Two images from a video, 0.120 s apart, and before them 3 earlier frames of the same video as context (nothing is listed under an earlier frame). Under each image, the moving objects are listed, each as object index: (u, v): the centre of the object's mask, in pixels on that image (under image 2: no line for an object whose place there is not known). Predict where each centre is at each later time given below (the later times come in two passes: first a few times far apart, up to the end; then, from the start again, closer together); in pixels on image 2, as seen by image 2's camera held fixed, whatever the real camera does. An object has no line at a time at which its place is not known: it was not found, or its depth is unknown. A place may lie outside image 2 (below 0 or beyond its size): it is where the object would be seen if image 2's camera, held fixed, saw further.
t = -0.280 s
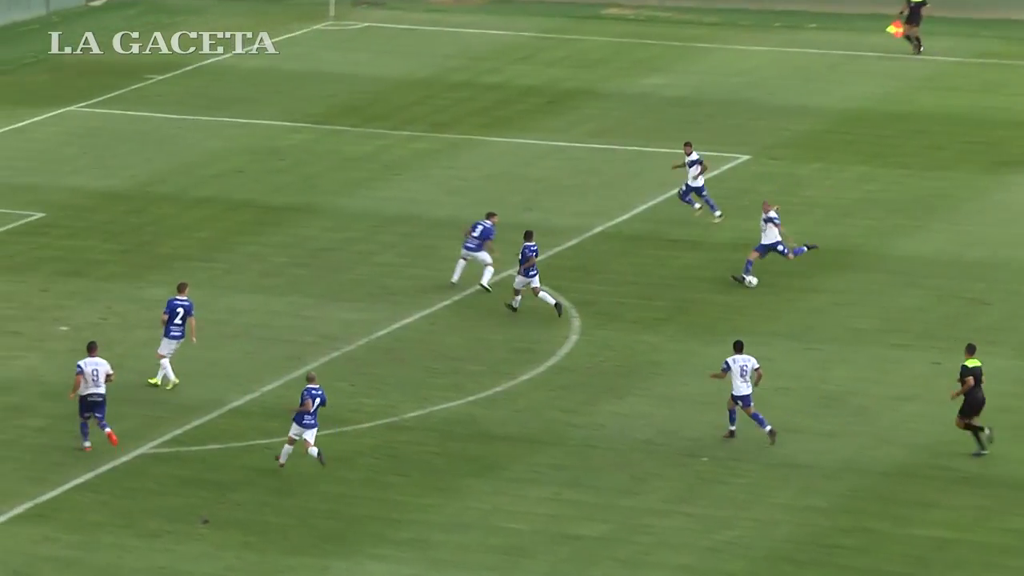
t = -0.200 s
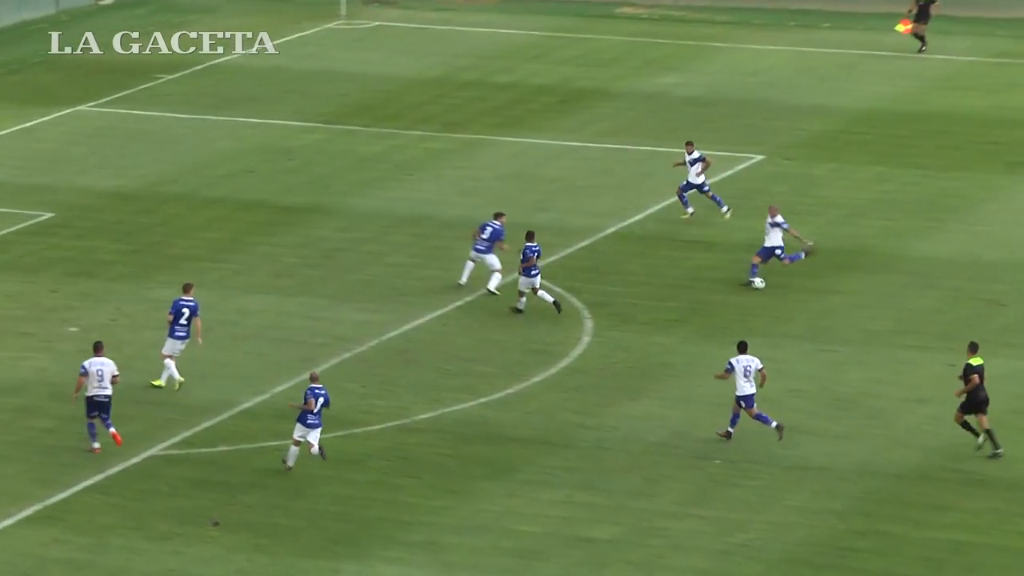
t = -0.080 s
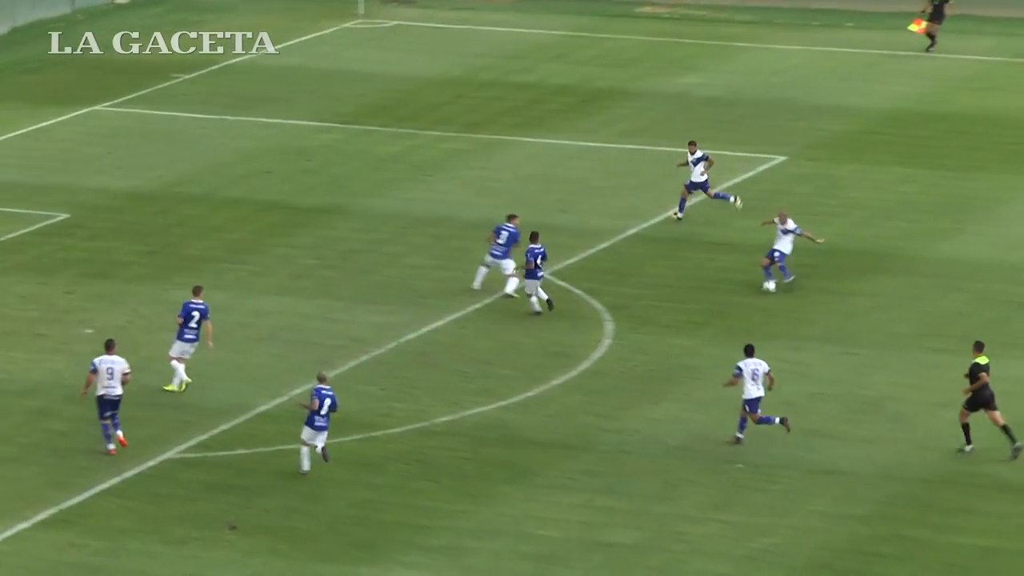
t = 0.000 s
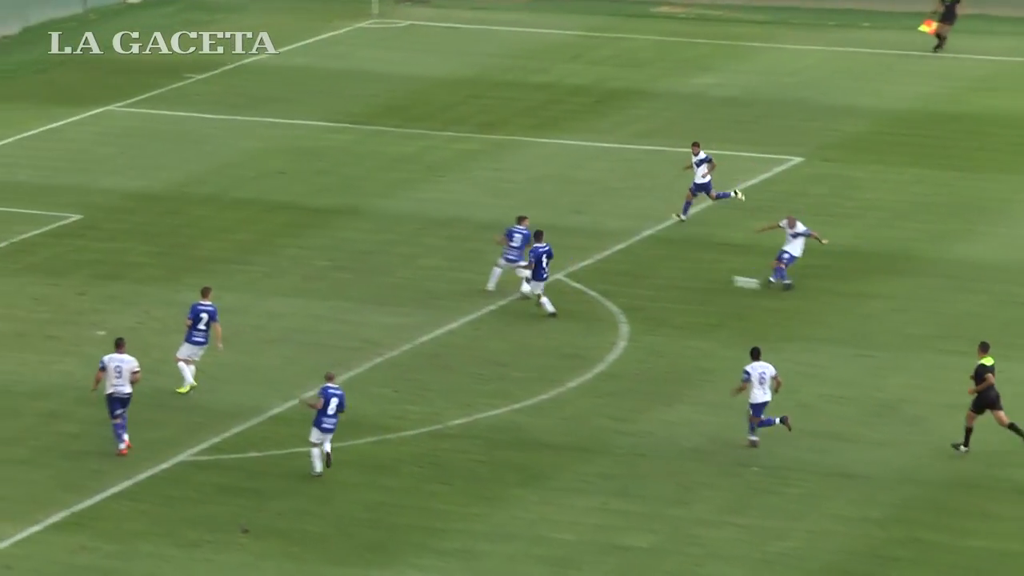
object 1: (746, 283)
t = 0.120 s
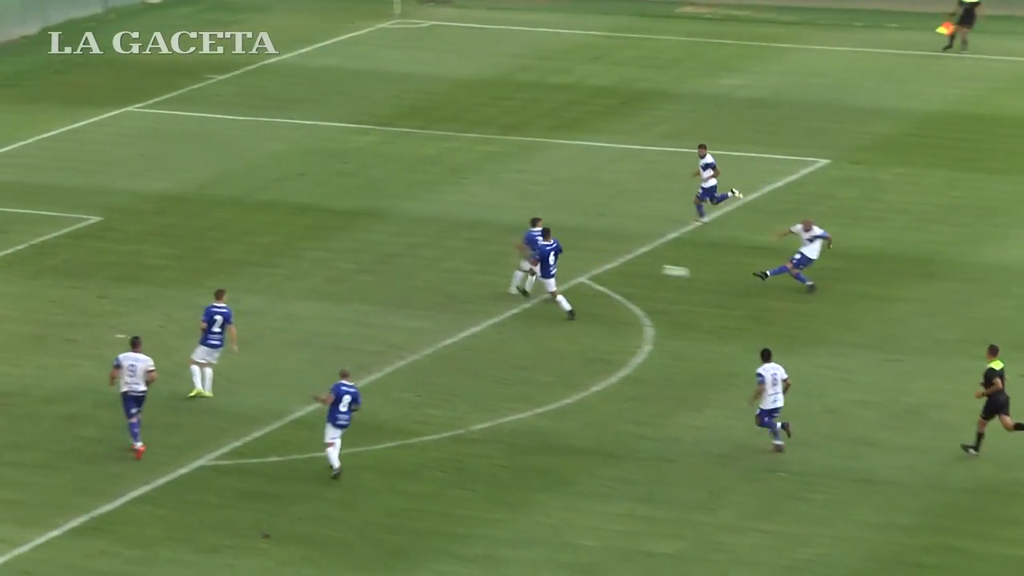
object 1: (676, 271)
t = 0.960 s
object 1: (19, 250)
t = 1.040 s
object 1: (-43, 257)
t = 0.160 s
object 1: (643, 267)
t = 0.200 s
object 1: (611, 263)
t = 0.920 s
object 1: (49, 248)
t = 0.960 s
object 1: (19, 250)
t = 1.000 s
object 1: (-12, 254)
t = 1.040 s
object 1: (-43, 257)
